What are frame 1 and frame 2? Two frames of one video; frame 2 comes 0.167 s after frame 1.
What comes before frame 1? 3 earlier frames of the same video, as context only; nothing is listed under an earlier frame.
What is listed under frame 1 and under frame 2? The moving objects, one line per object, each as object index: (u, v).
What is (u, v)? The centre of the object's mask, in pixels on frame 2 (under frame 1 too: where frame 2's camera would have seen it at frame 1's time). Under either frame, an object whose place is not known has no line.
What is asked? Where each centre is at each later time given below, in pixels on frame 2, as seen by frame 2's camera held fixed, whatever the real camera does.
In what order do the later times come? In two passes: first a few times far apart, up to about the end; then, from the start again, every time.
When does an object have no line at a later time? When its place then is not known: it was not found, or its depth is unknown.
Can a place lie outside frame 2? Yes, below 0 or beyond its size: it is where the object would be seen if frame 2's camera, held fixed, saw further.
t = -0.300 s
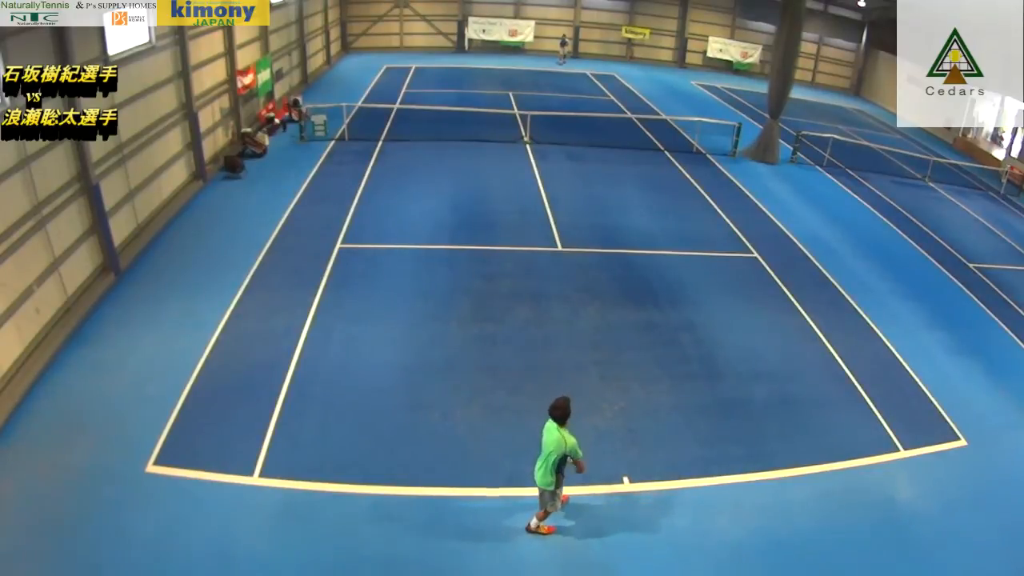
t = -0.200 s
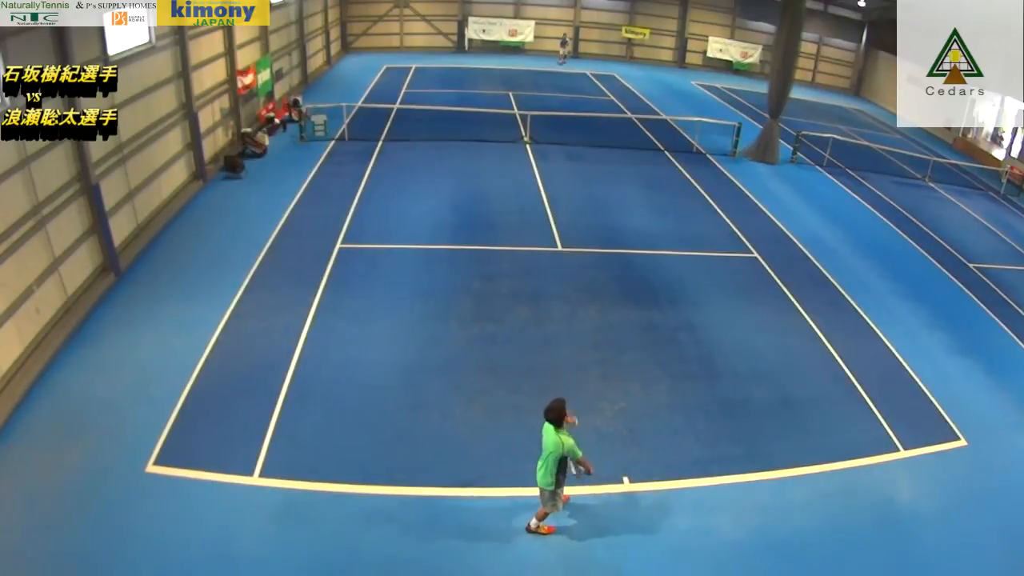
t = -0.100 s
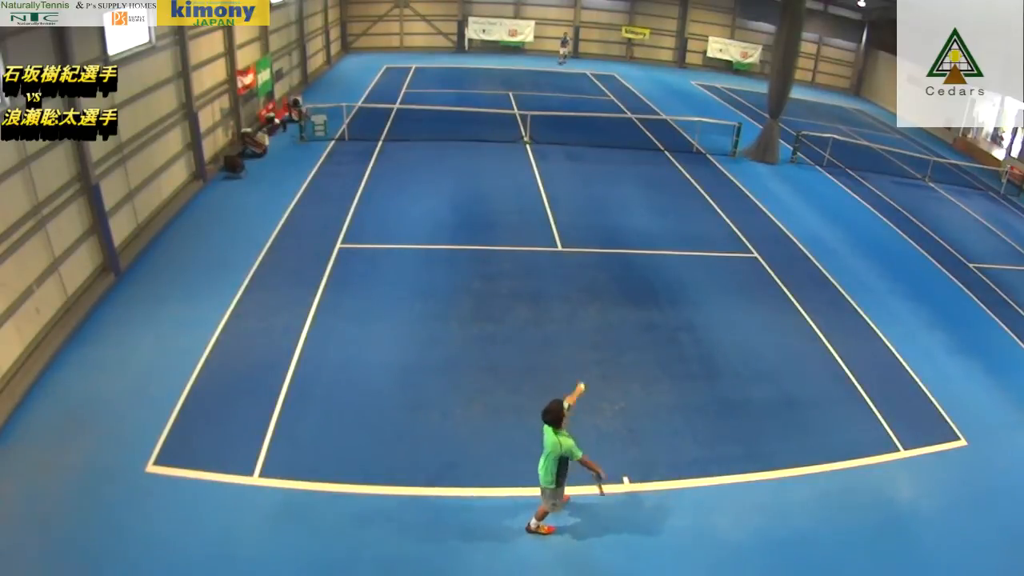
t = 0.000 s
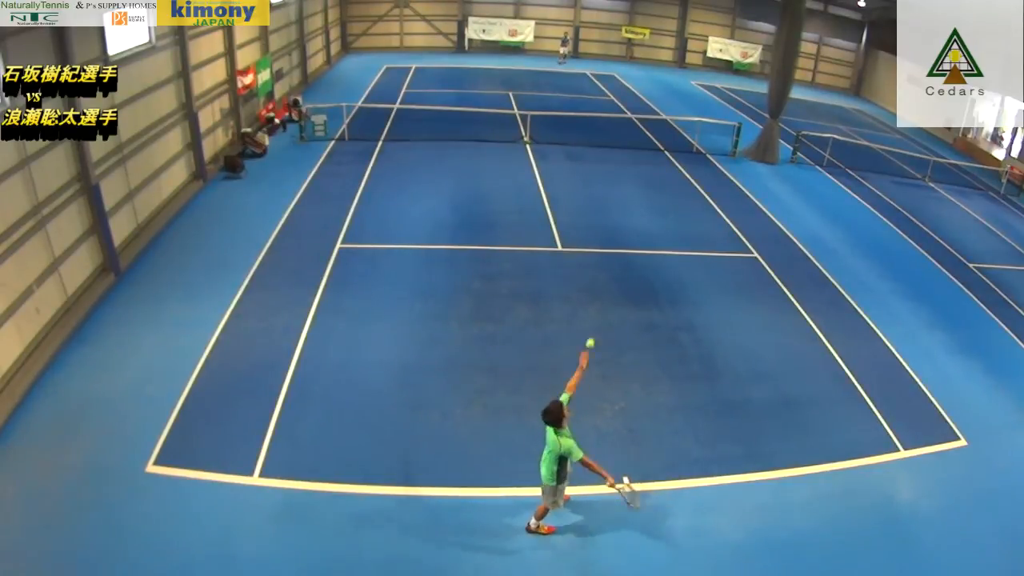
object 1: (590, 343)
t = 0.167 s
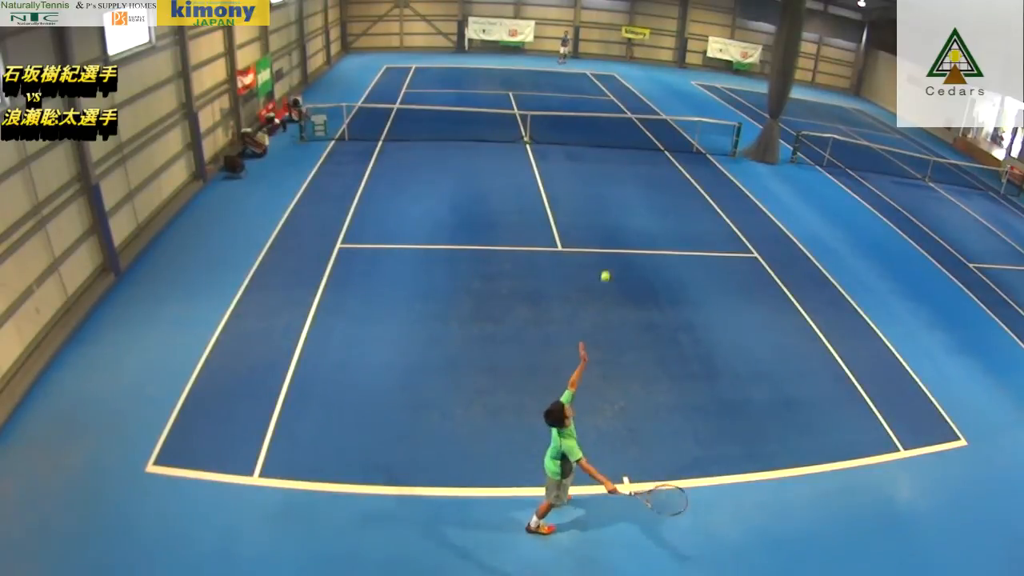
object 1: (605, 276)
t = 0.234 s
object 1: (610, 254)
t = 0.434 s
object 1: (621, 215)
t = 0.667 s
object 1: (625, 223)
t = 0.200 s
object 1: (608, 264)
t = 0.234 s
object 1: (610, 254)
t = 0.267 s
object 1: (612, 245)
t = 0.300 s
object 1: (614, 237)
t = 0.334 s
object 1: (616, 230)
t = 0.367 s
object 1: (618, 223)
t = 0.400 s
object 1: (620, 219)
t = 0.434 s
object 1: (621, 215)
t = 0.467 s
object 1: (622, 212)
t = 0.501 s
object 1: (623, 211)
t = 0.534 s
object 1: (624, 211)
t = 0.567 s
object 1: (624, 212)
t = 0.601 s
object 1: (625, 214)
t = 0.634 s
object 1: (625, 218)
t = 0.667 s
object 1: (625, 223)
